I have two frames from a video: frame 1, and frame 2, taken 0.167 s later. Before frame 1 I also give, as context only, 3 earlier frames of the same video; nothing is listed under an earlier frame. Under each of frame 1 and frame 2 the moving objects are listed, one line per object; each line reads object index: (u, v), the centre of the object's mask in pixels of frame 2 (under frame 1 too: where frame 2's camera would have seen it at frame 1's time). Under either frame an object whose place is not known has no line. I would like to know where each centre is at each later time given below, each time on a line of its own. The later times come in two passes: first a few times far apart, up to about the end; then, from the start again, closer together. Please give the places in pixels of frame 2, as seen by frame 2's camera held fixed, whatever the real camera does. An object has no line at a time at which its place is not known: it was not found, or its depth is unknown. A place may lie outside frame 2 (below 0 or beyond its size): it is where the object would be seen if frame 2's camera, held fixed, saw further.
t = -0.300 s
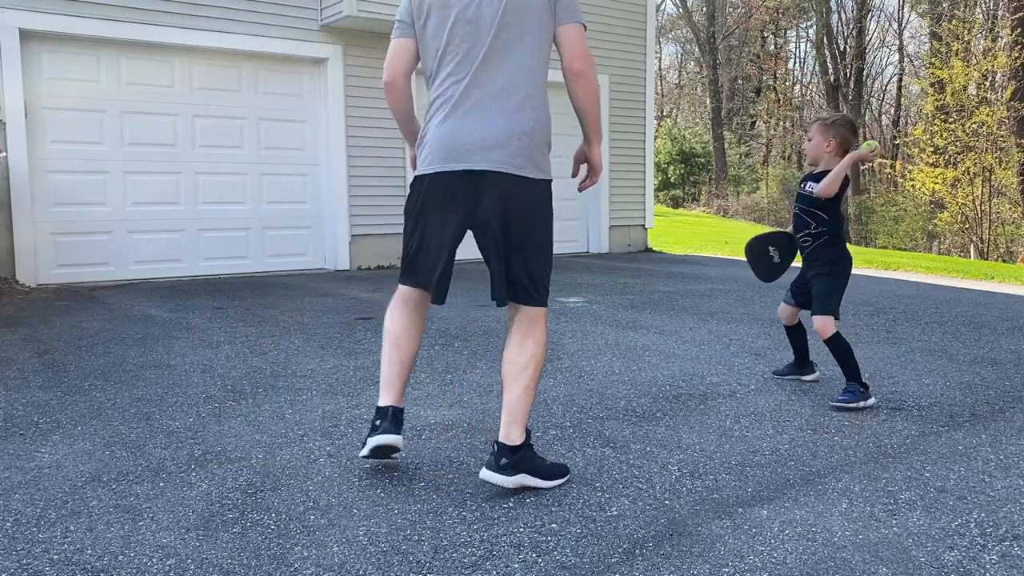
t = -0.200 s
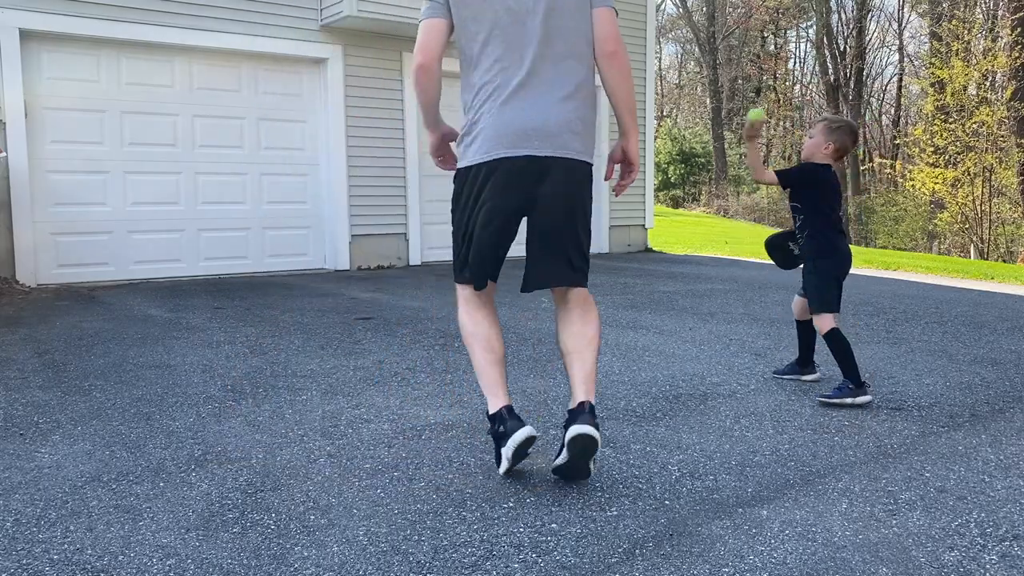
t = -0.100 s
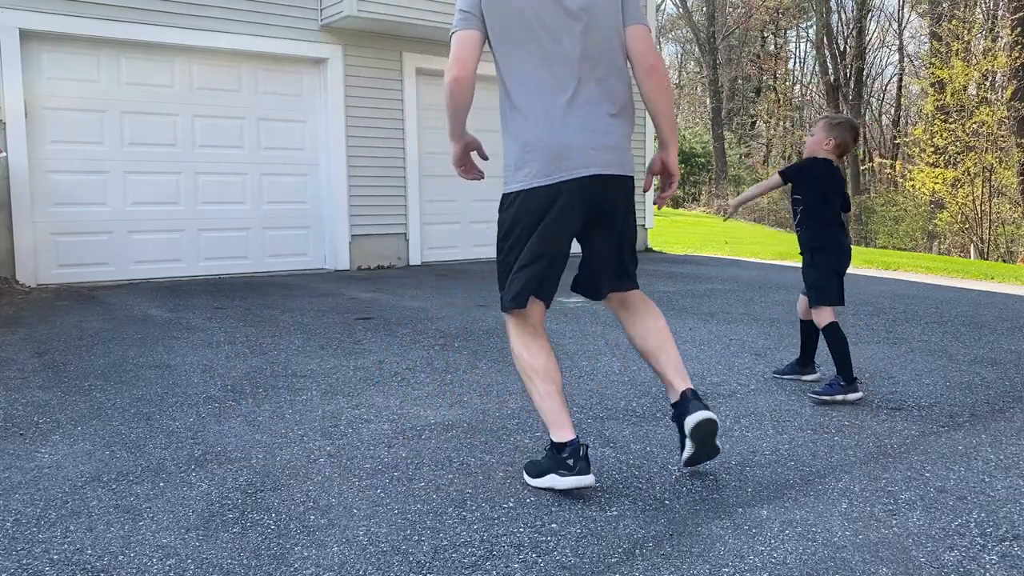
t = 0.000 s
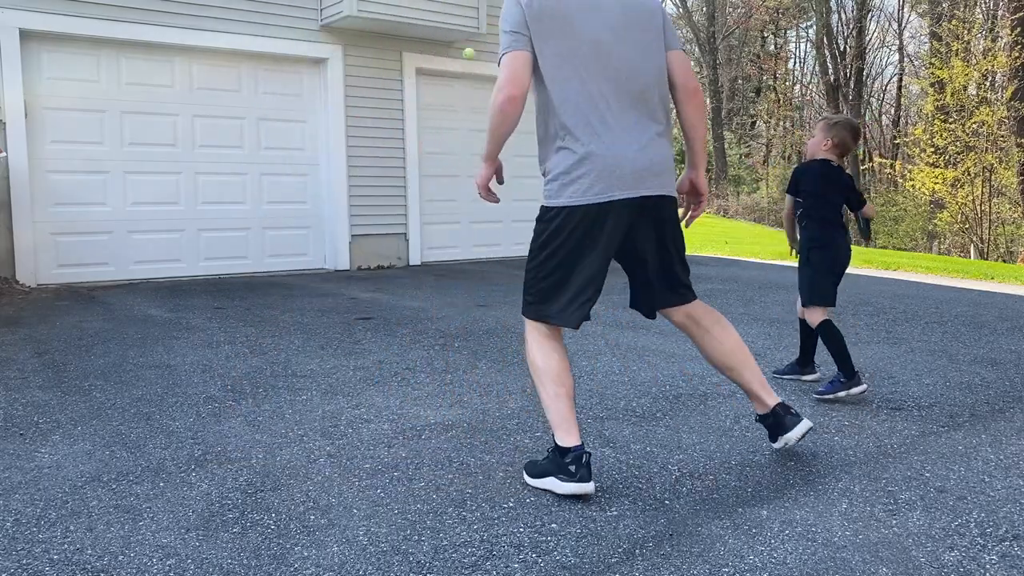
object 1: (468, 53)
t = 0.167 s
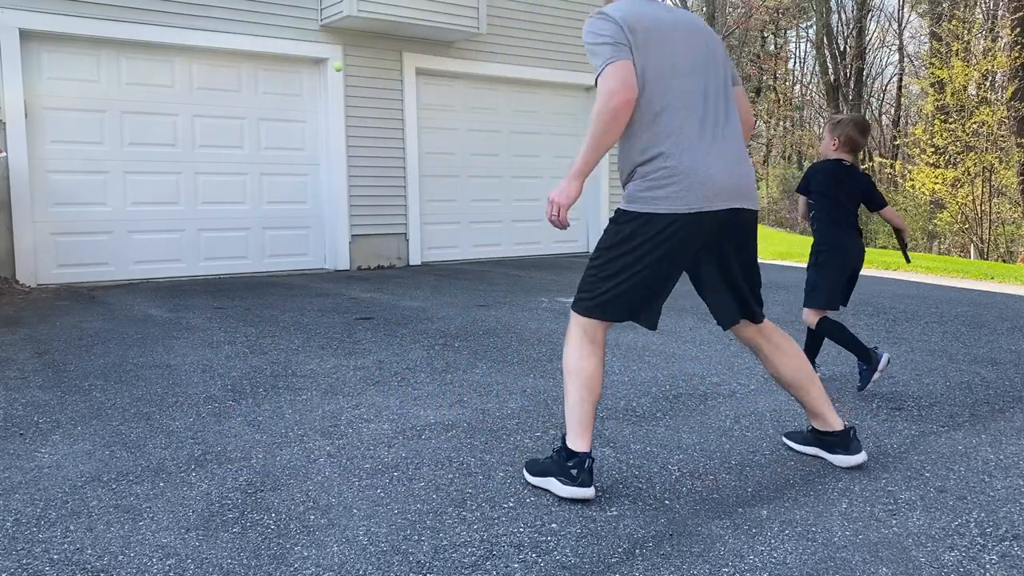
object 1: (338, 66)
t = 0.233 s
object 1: (300, 80)
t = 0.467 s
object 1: (206, 152)
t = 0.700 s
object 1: (273, 166)
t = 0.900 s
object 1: (349, 239)
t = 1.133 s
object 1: (439, 254)
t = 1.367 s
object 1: (535, 207)
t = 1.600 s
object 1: (654, 258)
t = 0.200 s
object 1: (318, 73)
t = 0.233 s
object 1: (300, 80)
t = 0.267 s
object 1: (283, 89)
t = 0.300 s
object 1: (267, 98)
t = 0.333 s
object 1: (253, 108)
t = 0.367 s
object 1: (240, 118)
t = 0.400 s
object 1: (227, 129)
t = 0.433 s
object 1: (216, 140)
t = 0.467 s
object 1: (206, 152)
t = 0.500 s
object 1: (214, 150)
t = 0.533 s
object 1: (223, 149)
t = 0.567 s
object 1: (232, 150)
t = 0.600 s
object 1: (242, 152)
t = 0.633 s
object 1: (252, 155)
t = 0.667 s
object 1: (263, 160)
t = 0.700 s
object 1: (273, 166)
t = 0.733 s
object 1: (284, 174)
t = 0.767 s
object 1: (296, 183)
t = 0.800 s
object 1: (309, 195)
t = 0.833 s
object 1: (322, 208)
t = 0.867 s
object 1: (335, 223)
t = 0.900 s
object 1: (349, 239)
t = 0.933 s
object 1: (363, 259)
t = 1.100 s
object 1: (428, 266)
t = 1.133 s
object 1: (439, 254)
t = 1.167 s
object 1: (452, 242)
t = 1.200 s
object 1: (465, 233)
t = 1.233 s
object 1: (478, 224)
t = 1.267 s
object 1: (491, 217)
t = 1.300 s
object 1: (505, 212)
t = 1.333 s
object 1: (519, 209)
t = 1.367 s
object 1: (535, 207)
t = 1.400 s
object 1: (550, 208)
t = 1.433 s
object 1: (565, 210)
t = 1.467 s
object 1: (582, 215)
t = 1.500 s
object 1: (599, 222)
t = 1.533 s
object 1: (617, 231)
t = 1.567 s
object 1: (635, 244)
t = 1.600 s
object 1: (654, 258)
